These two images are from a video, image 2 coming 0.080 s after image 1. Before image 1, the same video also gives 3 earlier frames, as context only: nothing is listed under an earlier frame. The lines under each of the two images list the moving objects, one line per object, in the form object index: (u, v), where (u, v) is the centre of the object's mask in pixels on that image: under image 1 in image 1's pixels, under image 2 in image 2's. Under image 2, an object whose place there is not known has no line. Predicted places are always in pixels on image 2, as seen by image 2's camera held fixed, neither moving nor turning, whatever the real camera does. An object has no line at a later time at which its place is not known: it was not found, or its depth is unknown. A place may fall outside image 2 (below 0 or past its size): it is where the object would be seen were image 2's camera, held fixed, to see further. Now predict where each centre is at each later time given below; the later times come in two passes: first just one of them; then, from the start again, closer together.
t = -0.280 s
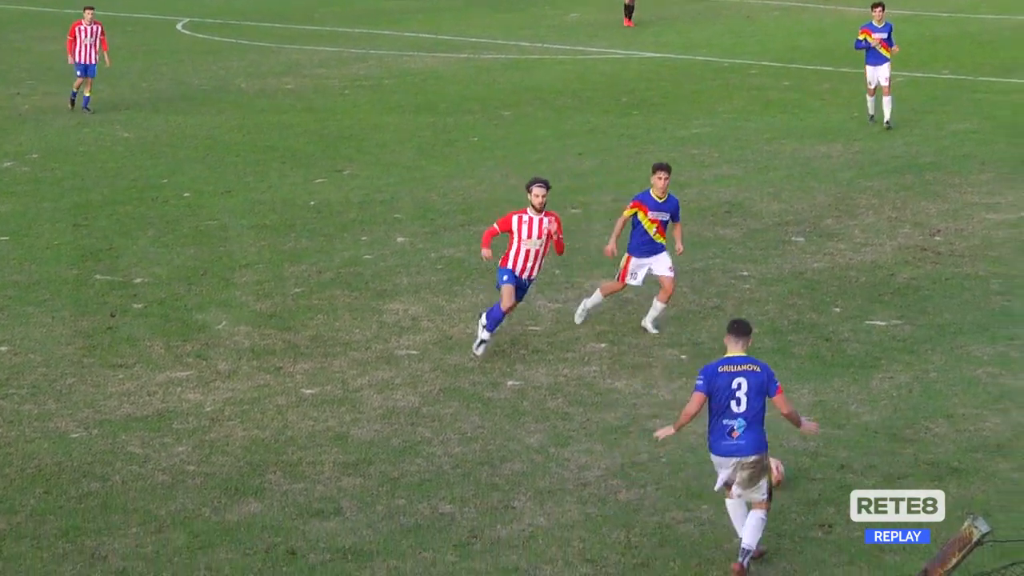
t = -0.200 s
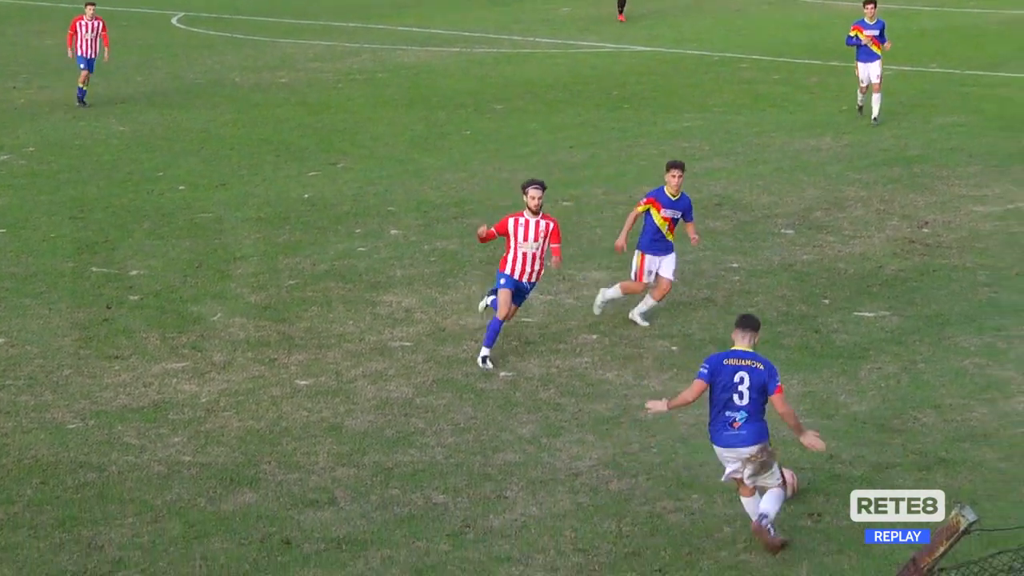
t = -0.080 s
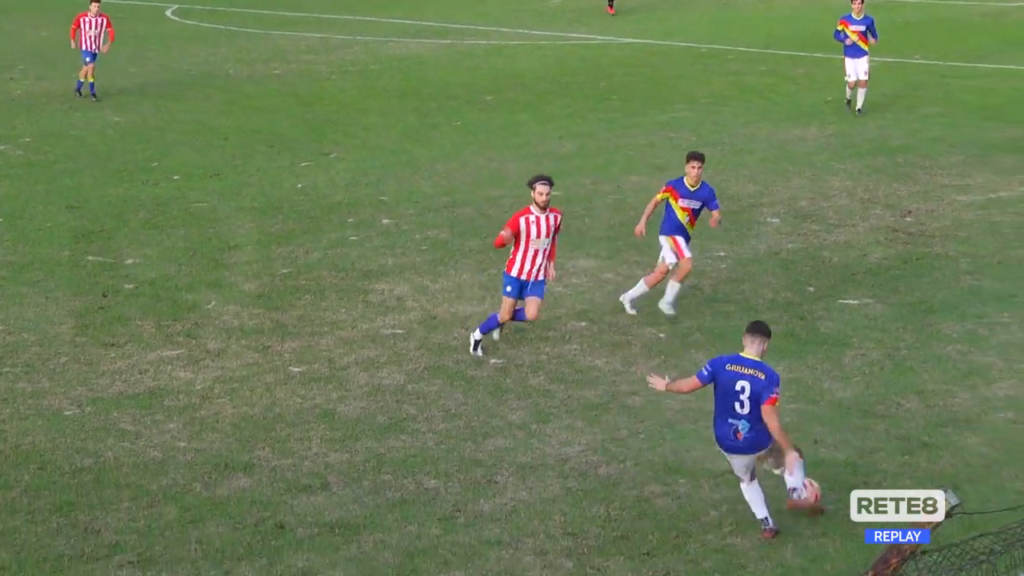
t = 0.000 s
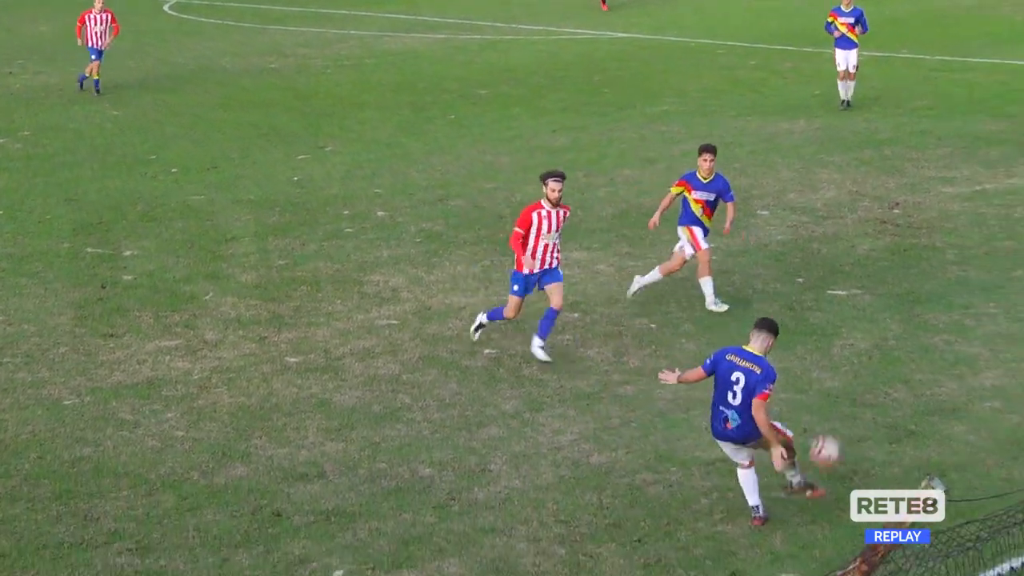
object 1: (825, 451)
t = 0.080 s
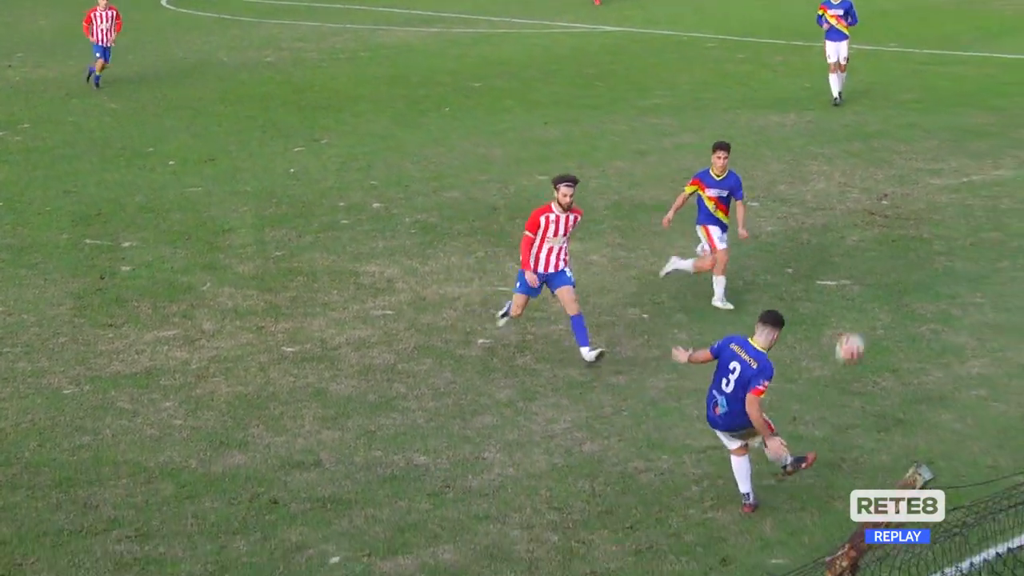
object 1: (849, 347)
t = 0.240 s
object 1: (907, 204)
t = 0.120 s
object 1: (866, 307)
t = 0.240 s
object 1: (907, 204)
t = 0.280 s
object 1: (919, 177)
